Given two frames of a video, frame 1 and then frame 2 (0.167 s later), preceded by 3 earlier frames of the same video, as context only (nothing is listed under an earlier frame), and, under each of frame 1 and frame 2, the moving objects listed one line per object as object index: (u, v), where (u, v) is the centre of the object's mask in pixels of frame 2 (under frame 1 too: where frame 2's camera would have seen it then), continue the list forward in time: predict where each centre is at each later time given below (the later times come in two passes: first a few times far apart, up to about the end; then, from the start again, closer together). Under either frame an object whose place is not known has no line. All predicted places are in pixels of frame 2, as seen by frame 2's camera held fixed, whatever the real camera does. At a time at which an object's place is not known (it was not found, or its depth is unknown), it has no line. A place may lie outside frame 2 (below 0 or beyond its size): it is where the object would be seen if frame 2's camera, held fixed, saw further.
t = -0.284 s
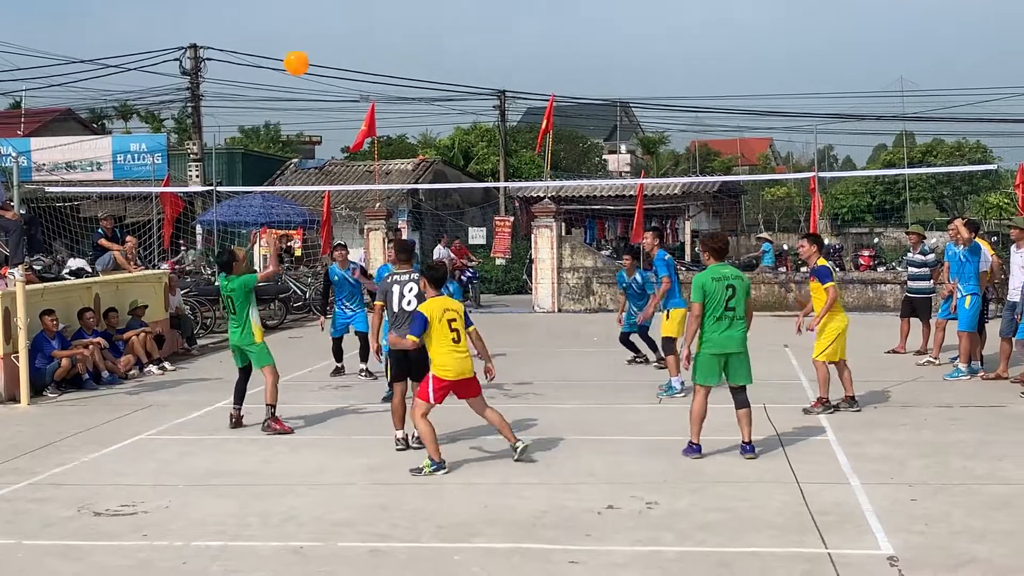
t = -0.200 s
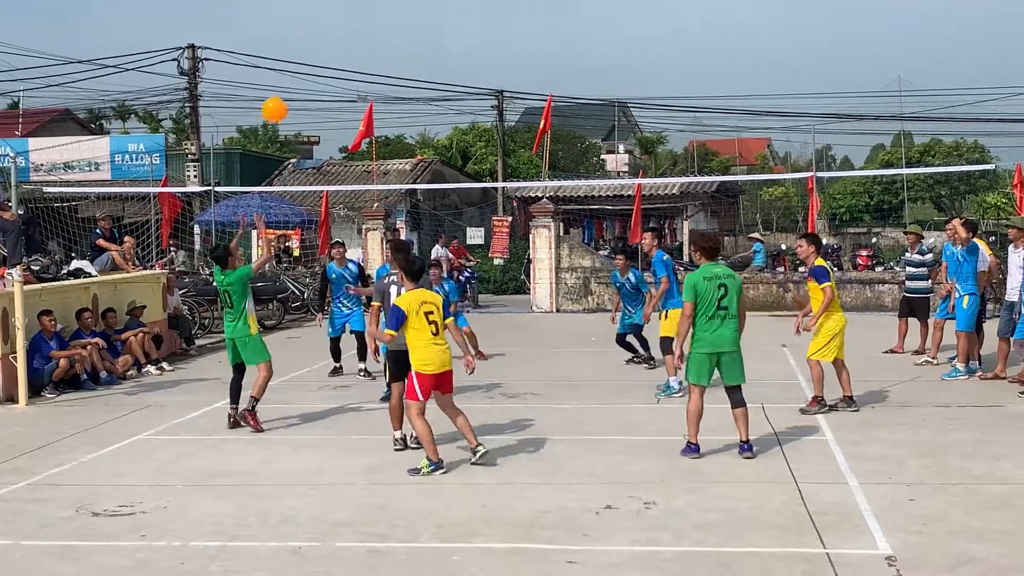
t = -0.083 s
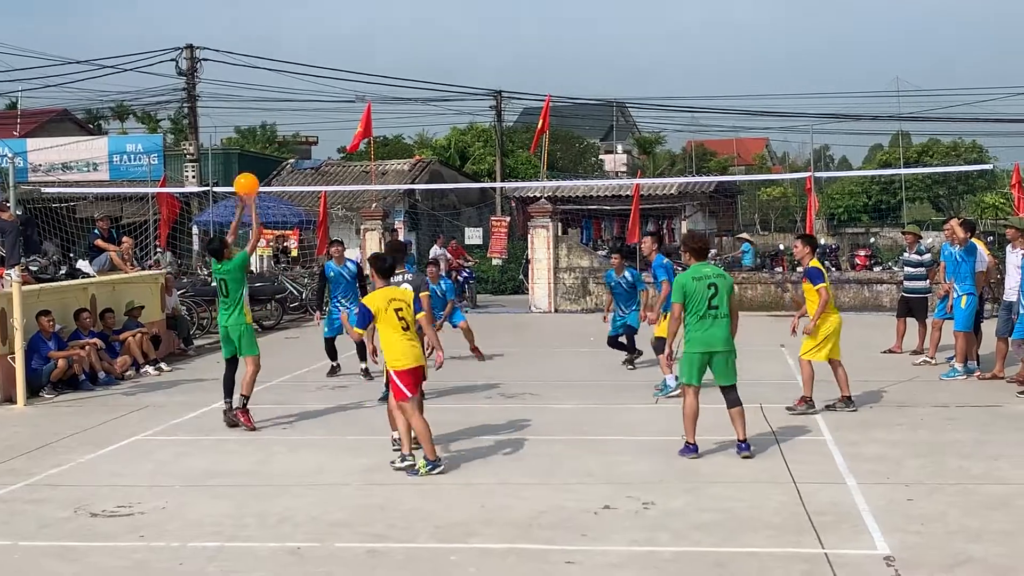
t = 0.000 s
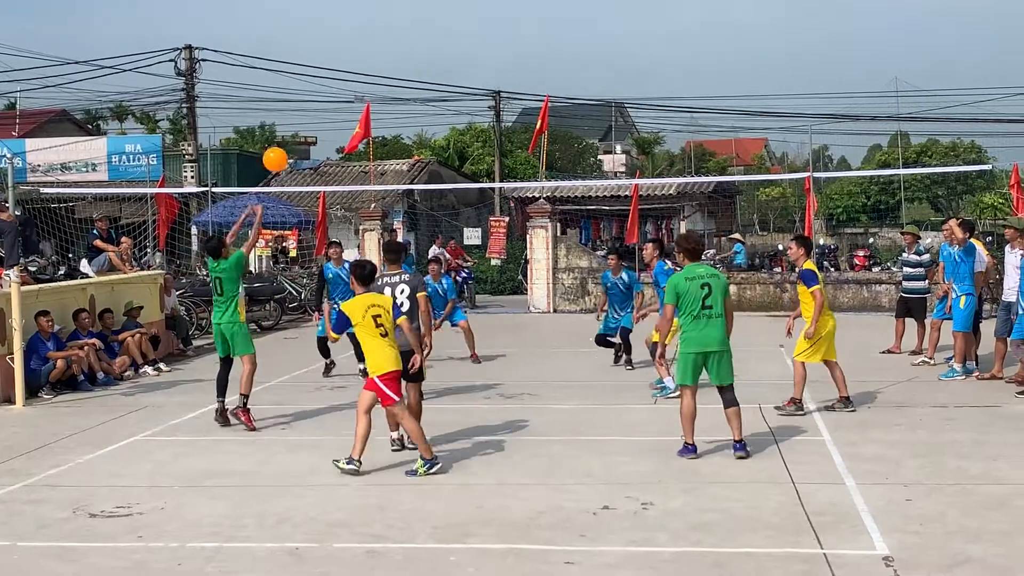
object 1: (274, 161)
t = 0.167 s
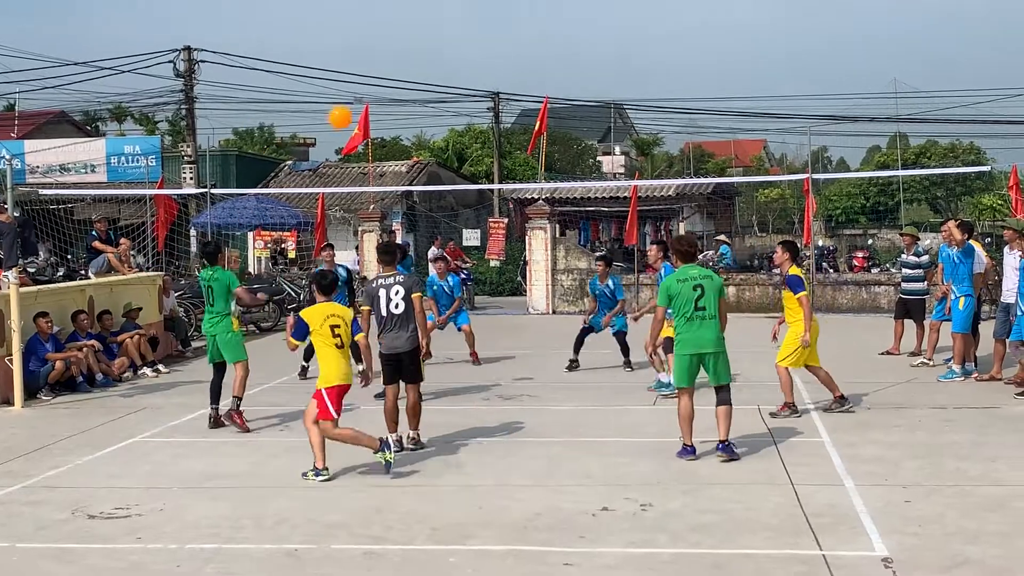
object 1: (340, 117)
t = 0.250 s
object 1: (369, 108)
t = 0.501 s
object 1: (447, 122)
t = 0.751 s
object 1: (511, 185)
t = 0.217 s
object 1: (358, 110)
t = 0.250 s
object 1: (369, 108)
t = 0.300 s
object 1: (386, 107)
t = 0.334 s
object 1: (397, 107)
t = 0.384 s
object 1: (413, 109)
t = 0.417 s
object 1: (423, 111)
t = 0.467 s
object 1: (437, 117)
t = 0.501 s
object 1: (447, 122)
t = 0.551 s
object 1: (461, 131)
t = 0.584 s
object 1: (470, 138)
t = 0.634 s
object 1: (483, 150)
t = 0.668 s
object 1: (491, 159)
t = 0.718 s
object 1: (503, 174)
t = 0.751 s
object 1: (511, 185)
